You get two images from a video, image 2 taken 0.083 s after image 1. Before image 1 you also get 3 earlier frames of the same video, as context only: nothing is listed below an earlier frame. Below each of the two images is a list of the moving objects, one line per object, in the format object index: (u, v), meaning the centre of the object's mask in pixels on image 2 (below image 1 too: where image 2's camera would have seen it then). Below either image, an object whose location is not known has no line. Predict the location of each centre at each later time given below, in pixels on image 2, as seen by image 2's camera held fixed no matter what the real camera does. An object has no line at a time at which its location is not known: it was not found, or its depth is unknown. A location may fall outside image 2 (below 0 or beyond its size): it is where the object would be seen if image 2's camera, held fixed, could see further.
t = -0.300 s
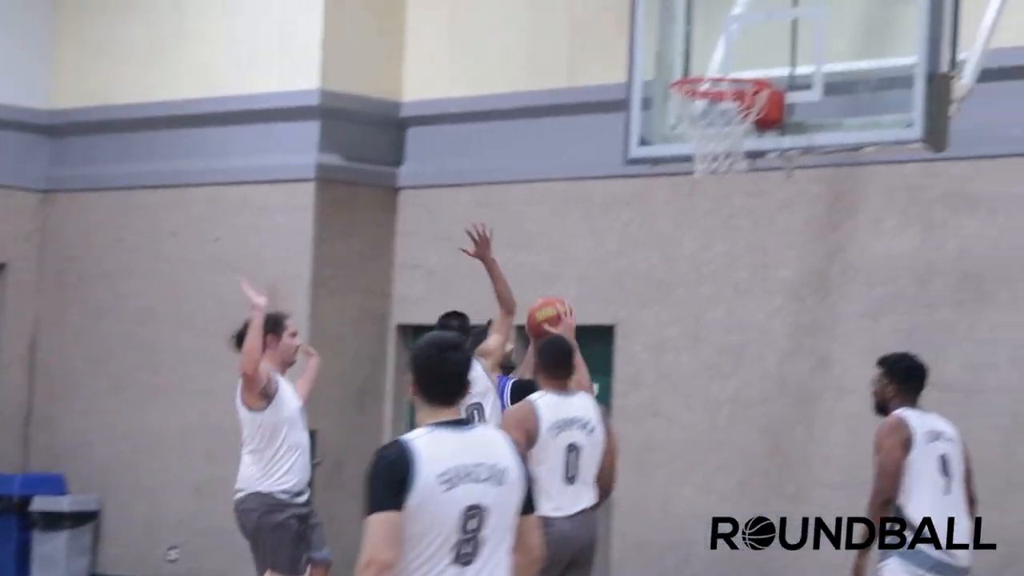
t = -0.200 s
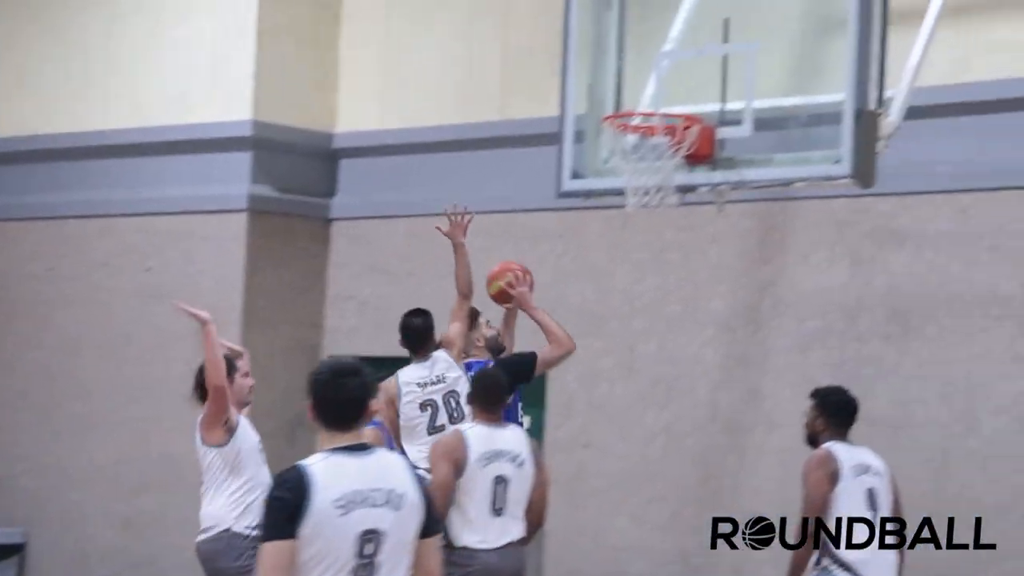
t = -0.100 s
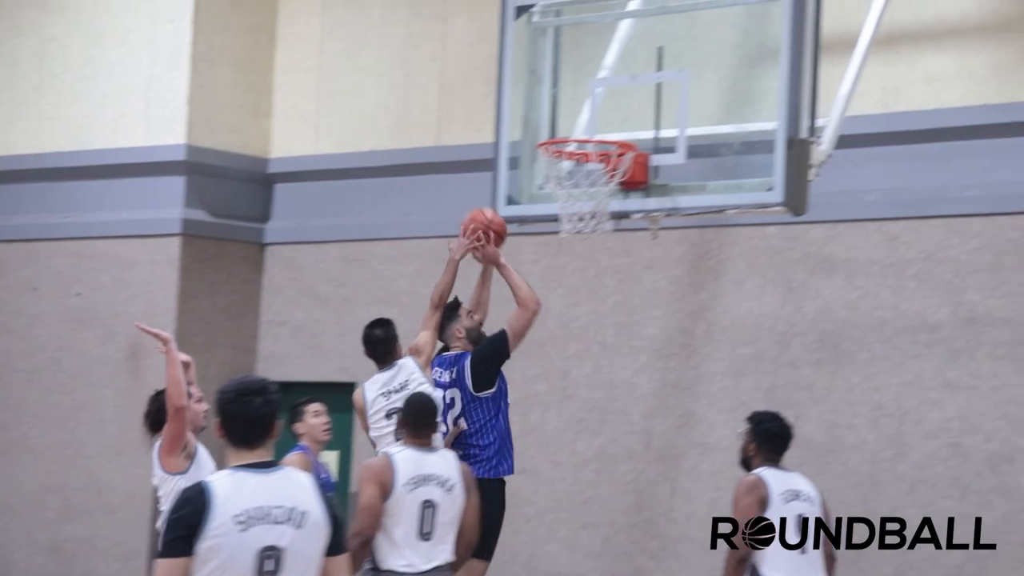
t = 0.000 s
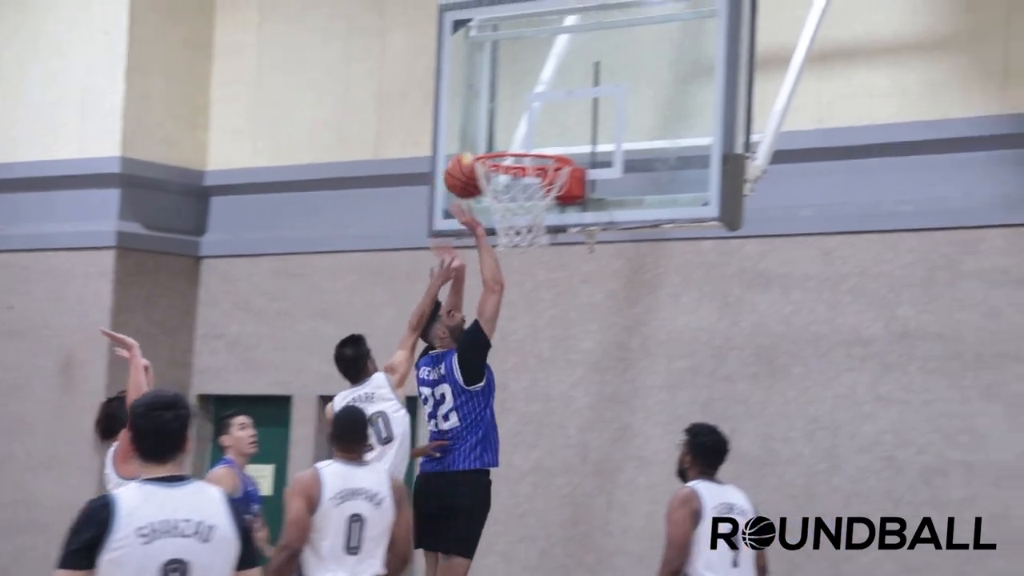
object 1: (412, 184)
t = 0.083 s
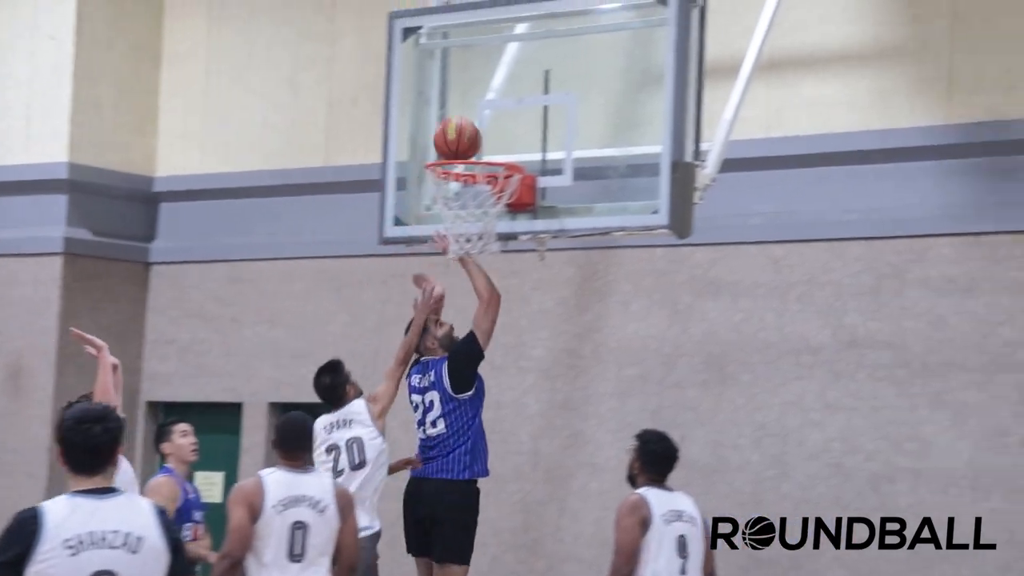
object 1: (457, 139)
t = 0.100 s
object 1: (465, 132)
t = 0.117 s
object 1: (469, 127)
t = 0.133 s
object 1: (470, 124)
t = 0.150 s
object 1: (471, 121)
